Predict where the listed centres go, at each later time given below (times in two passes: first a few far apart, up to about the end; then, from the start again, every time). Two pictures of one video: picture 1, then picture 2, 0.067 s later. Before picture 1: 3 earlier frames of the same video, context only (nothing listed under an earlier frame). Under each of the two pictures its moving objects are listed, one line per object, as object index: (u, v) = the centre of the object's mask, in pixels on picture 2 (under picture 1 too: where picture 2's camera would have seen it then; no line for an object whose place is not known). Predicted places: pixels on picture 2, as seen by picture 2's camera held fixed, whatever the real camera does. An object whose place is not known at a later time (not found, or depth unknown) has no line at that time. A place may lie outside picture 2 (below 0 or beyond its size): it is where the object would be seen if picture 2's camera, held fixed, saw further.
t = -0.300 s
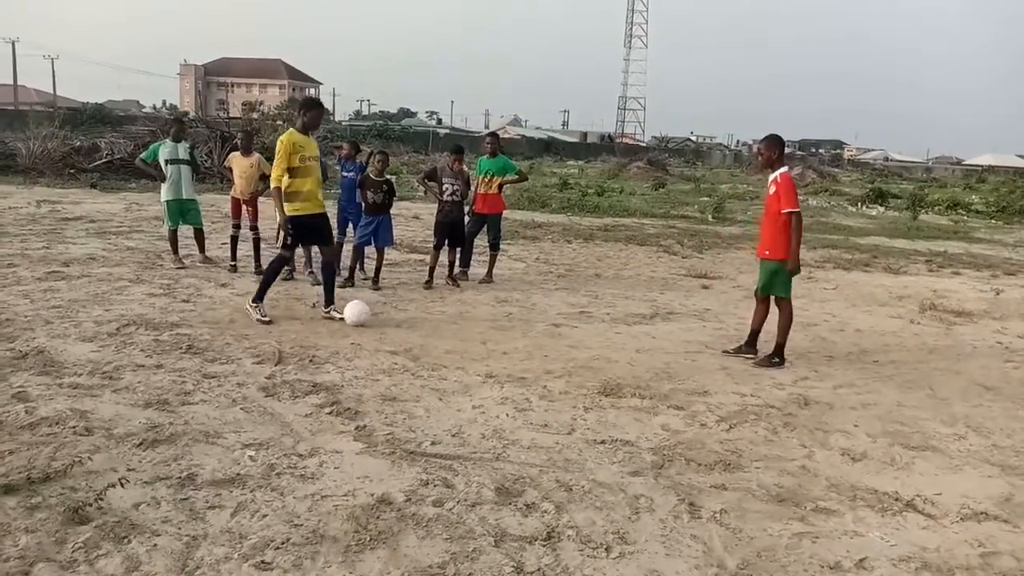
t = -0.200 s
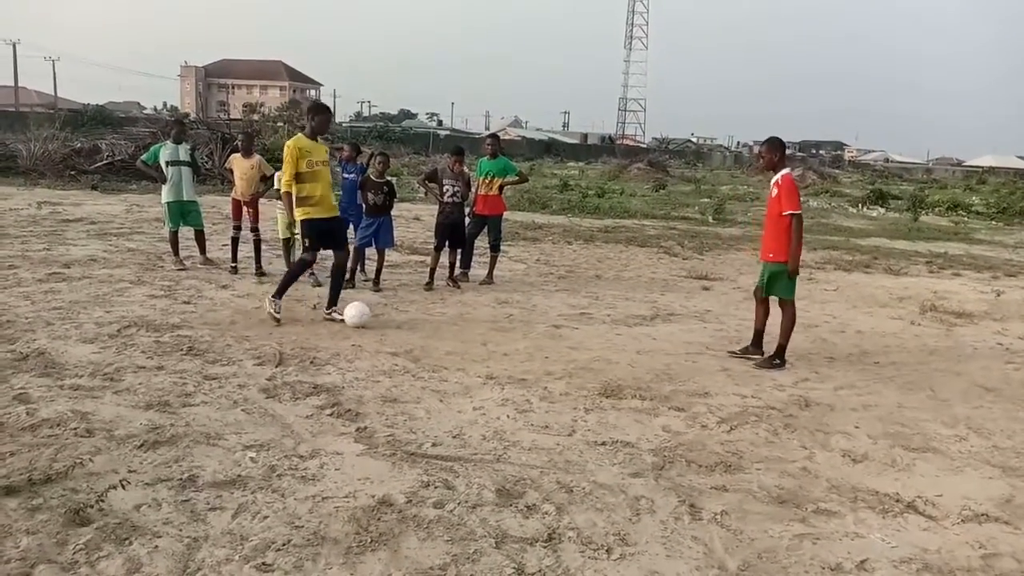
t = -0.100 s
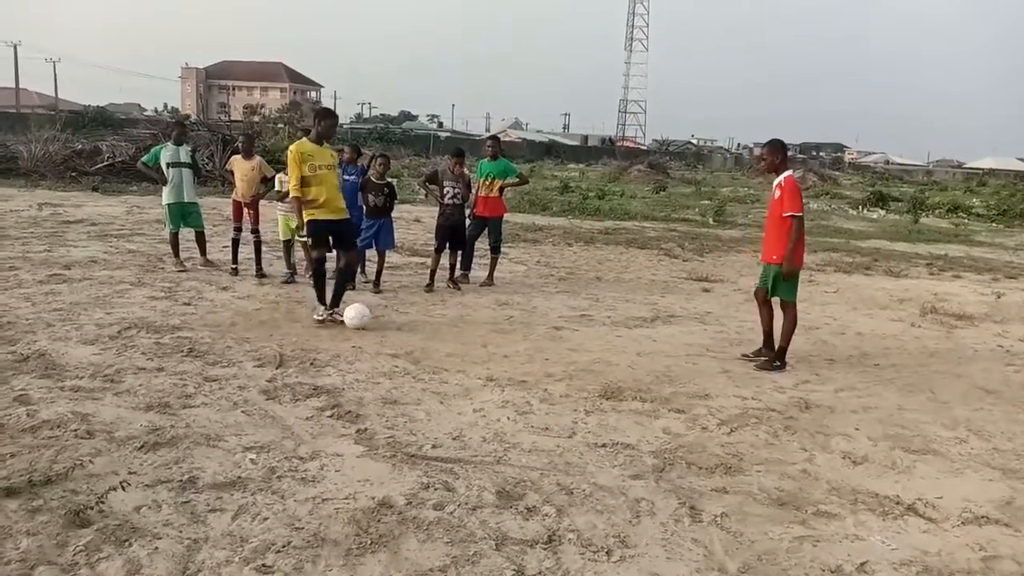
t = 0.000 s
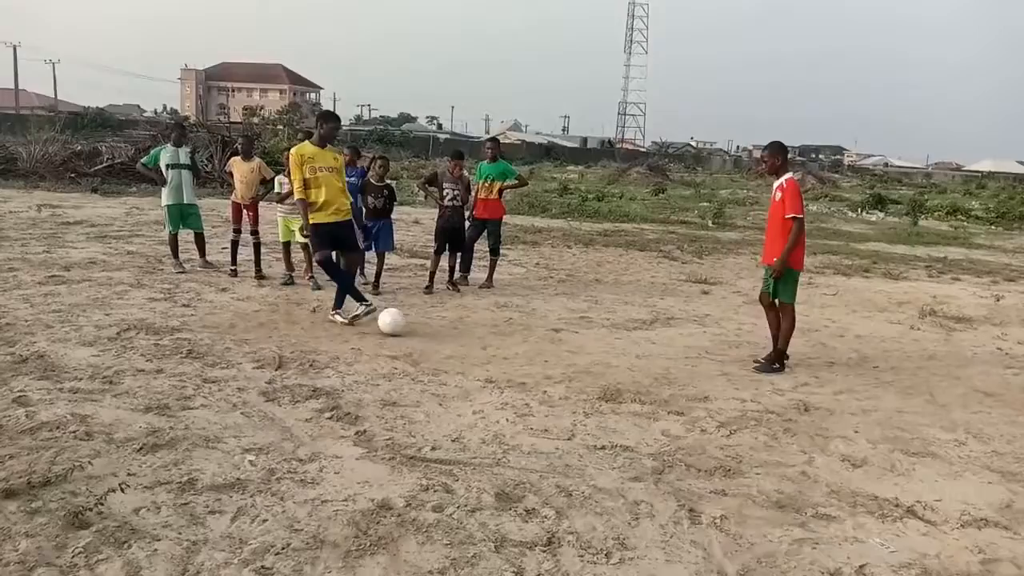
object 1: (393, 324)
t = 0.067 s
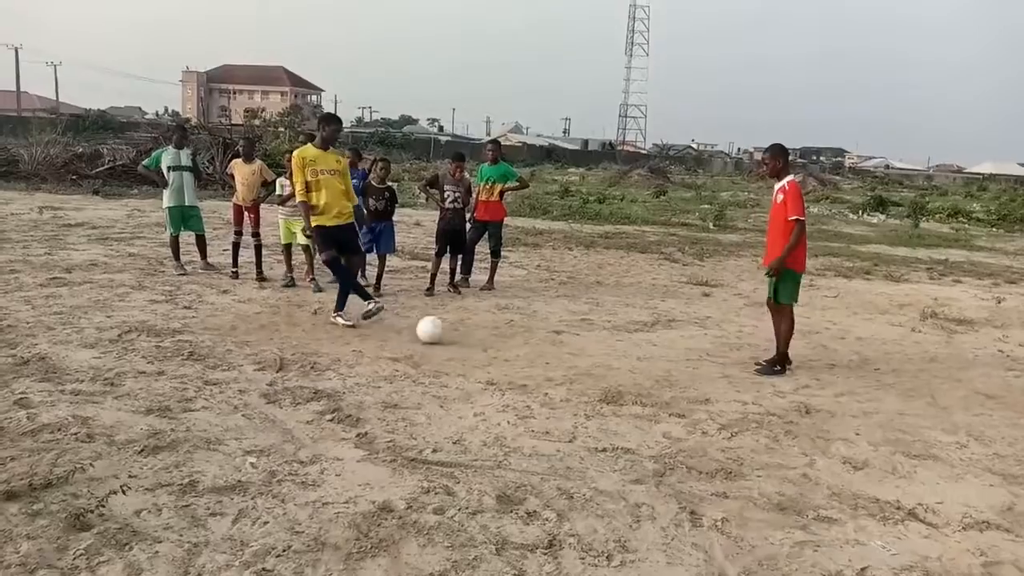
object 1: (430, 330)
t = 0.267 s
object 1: (521, 343)
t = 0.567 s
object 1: (632, 357)
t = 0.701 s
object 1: (682, 367)
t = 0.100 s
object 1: (447, 333)
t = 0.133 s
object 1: (464, 337)
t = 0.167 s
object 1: (480, 339)
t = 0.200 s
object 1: (495, 341)
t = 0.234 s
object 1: (508, 341)
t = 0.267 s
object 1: (521, 343)
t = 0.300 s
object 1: (535, 344)
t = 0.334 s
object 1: (547, 346)
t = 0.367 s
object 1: (561, 349)
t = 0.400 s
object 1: (574, 349)
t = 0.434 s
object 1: (585, 349)
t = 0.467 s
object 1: (596, 350)
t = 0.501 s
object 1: (607, 353)
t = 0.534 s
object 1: (621, 357)
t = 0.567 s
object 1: (632, 357)
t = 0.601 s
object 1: (645, 357)
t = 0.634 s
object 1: (657, 358)
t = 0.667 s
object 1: (669, 361)
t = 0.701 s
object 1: (682, 367)
